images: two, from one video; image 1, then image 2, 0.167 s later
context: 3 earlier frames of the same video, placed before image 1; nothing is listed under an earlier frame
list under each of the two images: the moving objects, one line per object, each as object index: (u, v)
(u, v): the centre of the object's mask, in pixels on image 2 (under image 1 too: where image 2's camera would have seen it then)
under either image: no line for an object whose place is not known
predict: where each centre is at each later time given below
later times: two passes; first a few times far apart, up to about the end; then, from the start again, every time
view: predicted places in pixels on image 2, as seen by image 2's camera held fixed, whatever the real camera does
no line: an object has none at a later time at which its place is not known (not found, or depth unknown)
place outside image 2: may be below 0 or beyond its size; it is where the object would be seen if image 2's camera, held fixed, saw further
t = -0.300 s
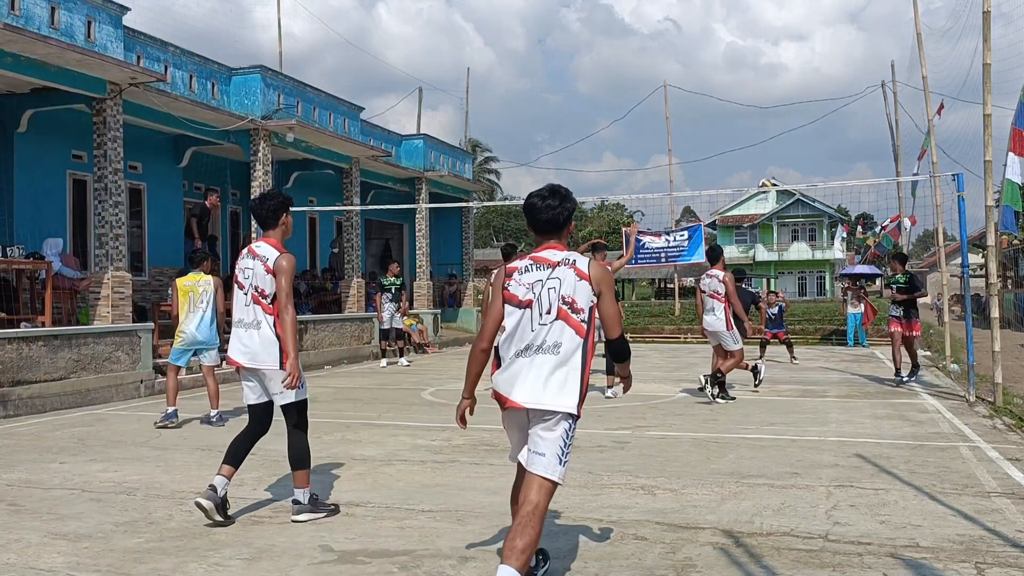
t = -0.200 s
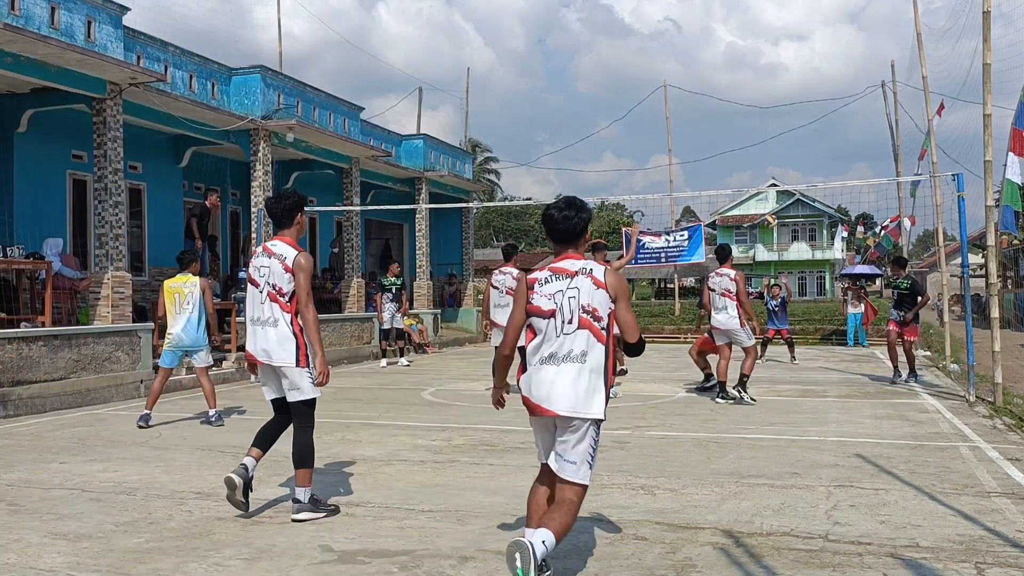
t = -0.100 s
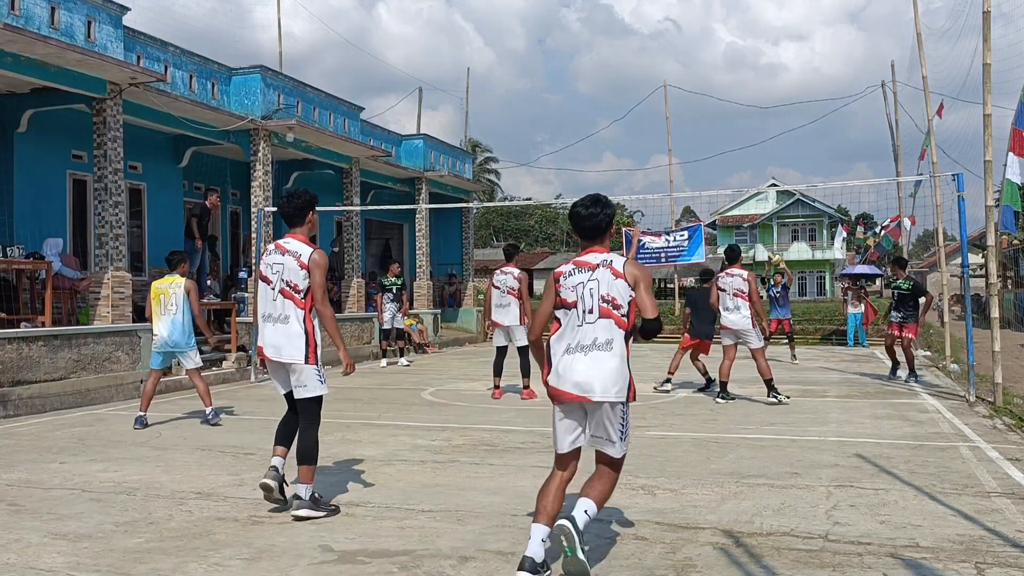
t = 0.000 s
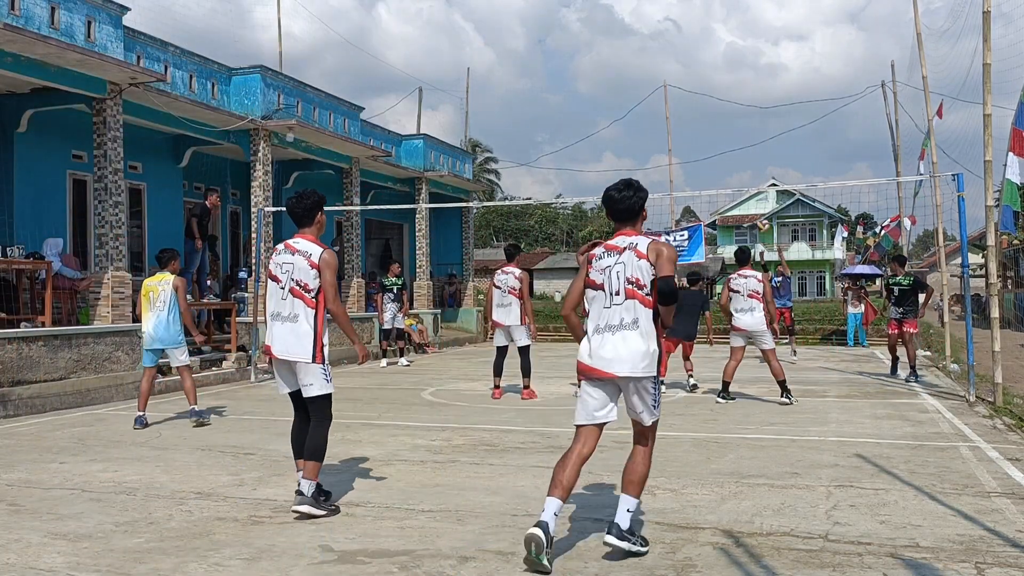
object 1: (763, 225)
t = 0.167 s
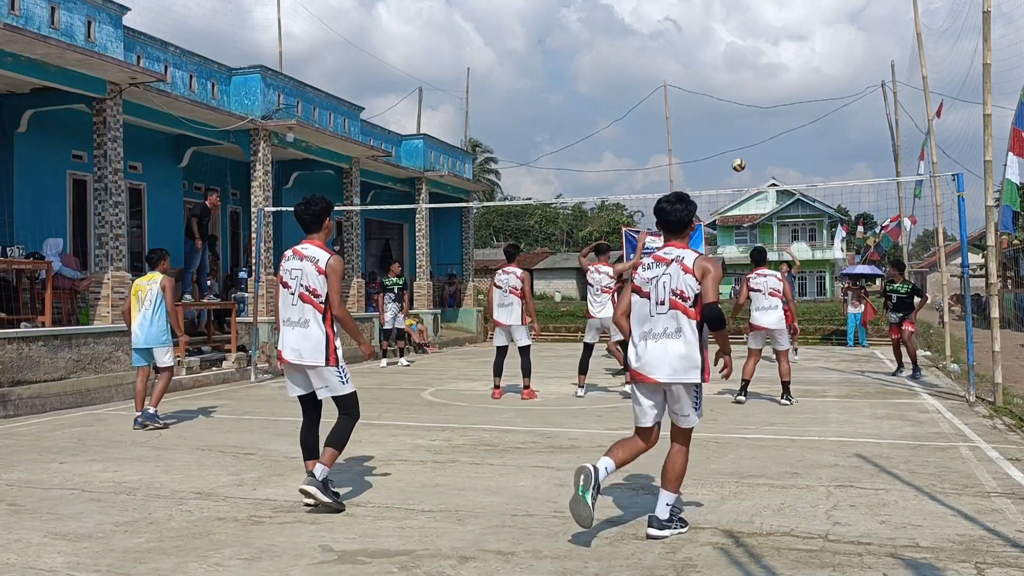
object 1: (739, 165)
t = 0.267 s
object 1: (723, 136)
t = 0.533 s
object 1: (682, 81)
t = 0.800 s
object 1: (636, 73)
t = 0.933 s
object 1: (613, 87)
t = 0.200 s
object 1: (734, 154)
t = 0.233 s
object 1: (729, 145)
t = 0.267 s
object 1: (723, 136)
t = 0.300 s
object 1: (718, 126)
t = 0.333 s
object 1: (713, 118)
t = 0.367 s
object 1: (708, 110)
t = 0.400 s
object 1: (703, 103)
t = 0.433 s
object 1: (698, 96)
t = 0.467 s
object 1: (692, 91)
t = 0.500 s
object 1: (687, 85)
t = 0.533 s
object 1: (682, 81)
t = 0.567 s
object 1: (676, 78)
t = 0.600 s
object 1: (671, 75)
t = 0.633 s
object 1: (665, 72)
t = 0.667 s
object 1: (659, 71)
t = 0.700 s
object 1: (653, 70)
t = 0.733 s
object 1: (648, 70)
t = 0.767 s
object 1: (642, 71)
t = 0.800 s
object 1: (636, 73)
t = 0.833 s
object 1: (630, 75)
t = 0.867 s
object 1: (624, 78)
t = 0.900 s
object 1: (619, 82)
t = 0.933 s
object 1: (613, 87)
